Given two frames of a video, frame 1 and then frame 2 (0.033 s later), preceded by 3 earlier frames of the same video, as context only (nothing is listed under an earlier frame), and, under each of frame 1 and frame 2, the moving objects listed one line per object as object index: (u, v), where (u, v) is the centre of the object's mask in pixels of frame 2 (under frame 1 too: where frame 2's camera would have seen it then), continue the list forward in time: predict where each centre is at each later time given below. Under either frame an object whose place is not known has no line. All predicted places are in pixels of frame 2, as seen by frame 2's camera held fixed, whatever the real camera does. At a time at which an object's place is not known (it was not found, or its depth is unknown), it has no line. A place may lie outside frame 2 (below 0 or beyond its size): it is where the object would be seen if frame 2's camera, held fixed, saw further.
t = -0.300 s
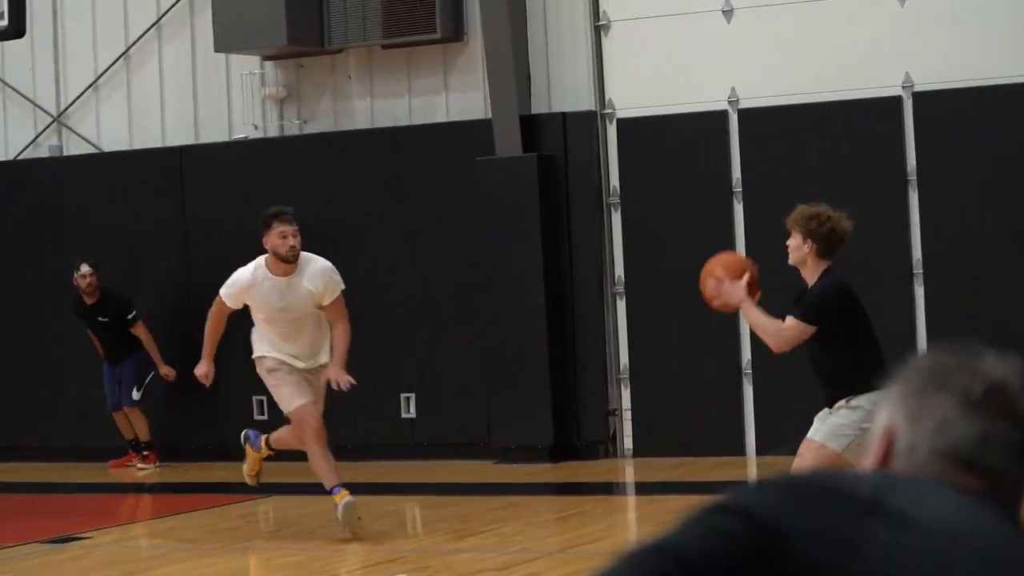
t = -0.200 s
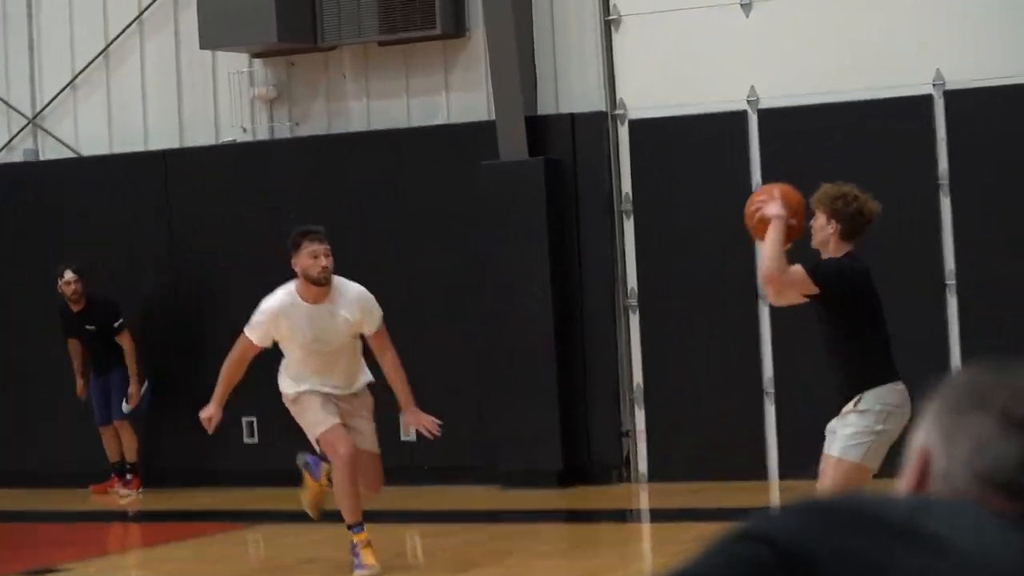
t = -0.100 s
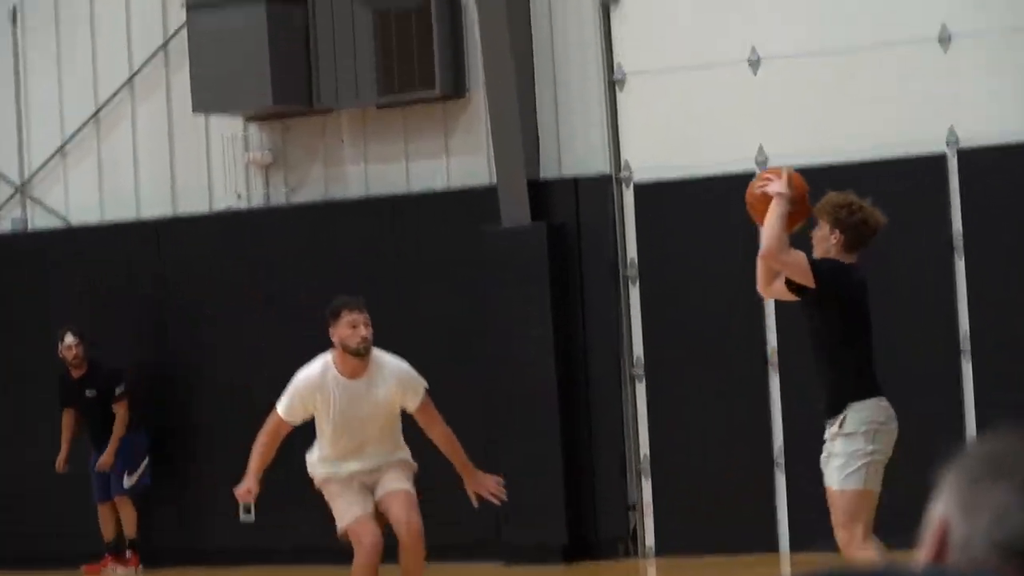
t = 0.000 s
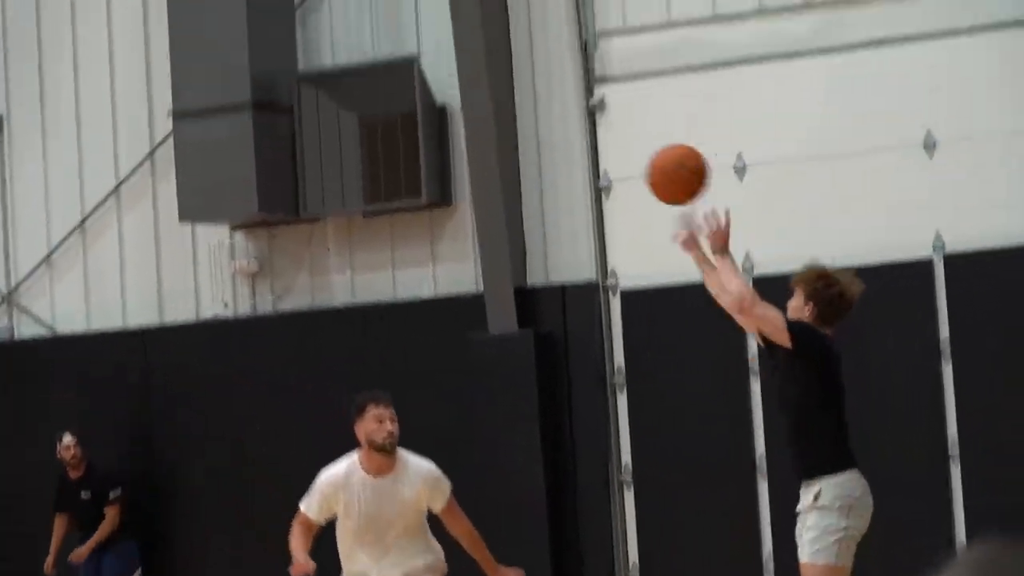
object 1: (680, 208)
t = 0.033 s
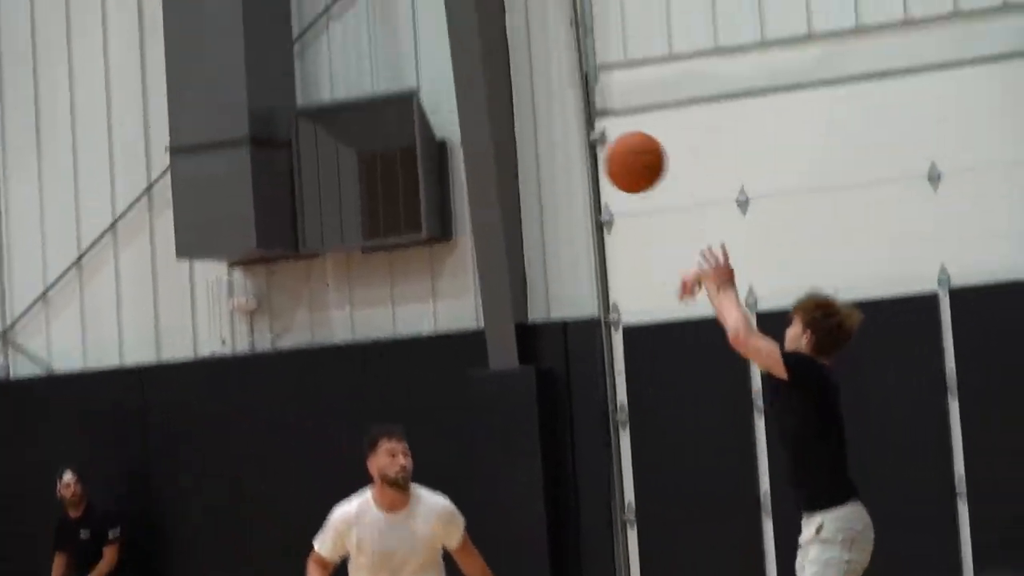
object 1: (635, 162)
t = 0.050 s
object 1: (613, 140)
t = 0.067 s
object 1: (592, 120)
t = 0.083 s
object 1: (571, 101)
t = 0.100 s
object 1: (551, 82)
